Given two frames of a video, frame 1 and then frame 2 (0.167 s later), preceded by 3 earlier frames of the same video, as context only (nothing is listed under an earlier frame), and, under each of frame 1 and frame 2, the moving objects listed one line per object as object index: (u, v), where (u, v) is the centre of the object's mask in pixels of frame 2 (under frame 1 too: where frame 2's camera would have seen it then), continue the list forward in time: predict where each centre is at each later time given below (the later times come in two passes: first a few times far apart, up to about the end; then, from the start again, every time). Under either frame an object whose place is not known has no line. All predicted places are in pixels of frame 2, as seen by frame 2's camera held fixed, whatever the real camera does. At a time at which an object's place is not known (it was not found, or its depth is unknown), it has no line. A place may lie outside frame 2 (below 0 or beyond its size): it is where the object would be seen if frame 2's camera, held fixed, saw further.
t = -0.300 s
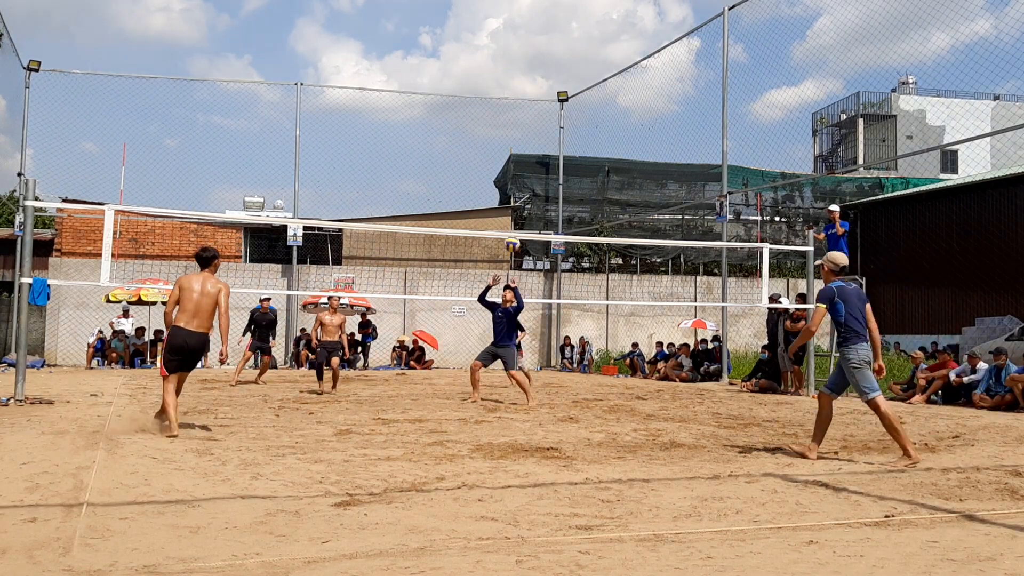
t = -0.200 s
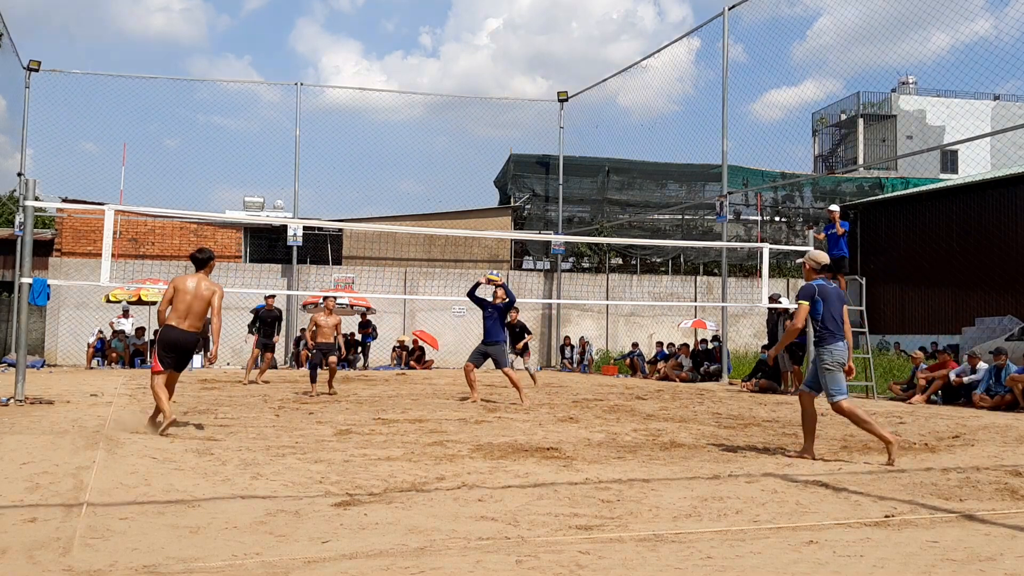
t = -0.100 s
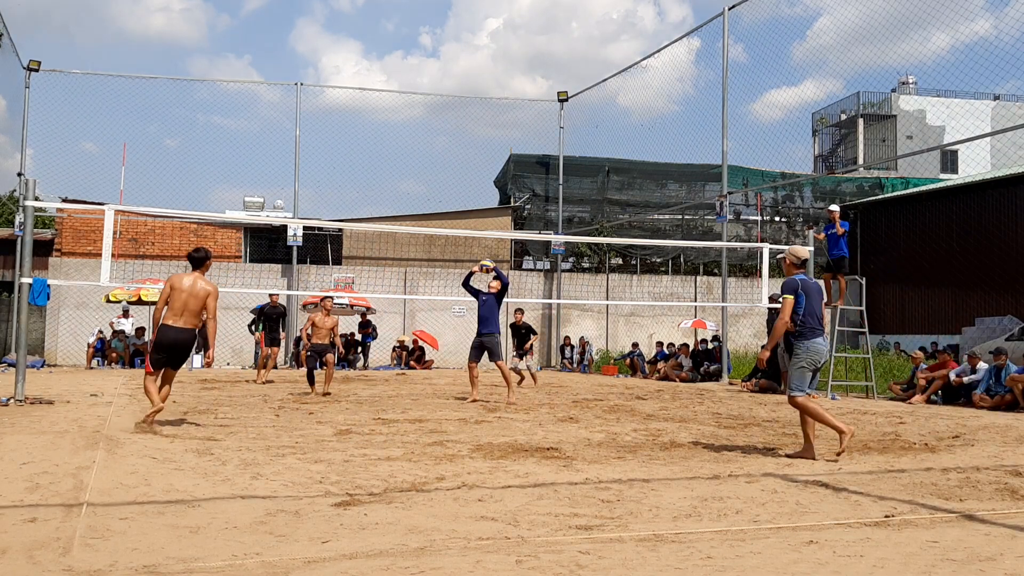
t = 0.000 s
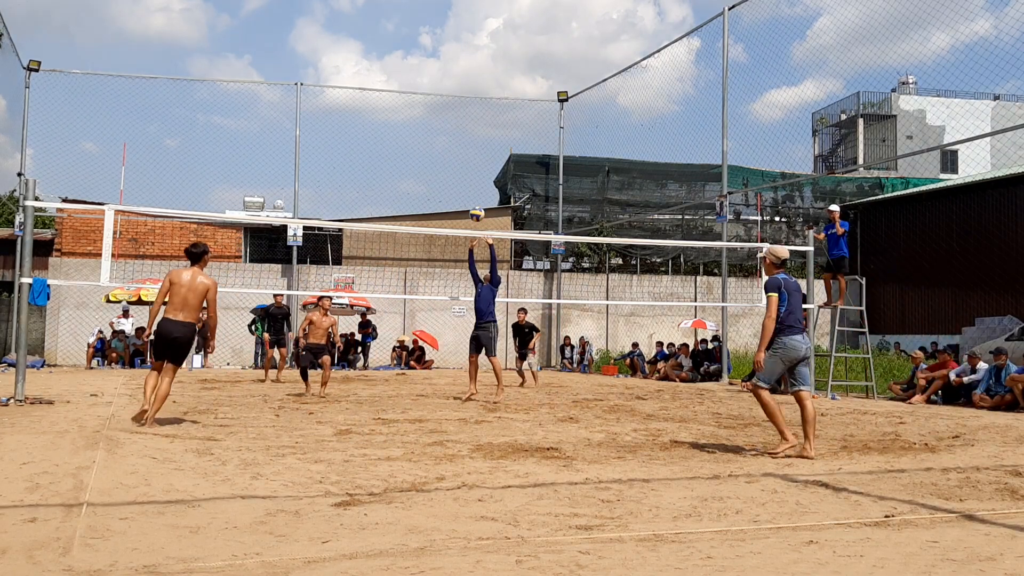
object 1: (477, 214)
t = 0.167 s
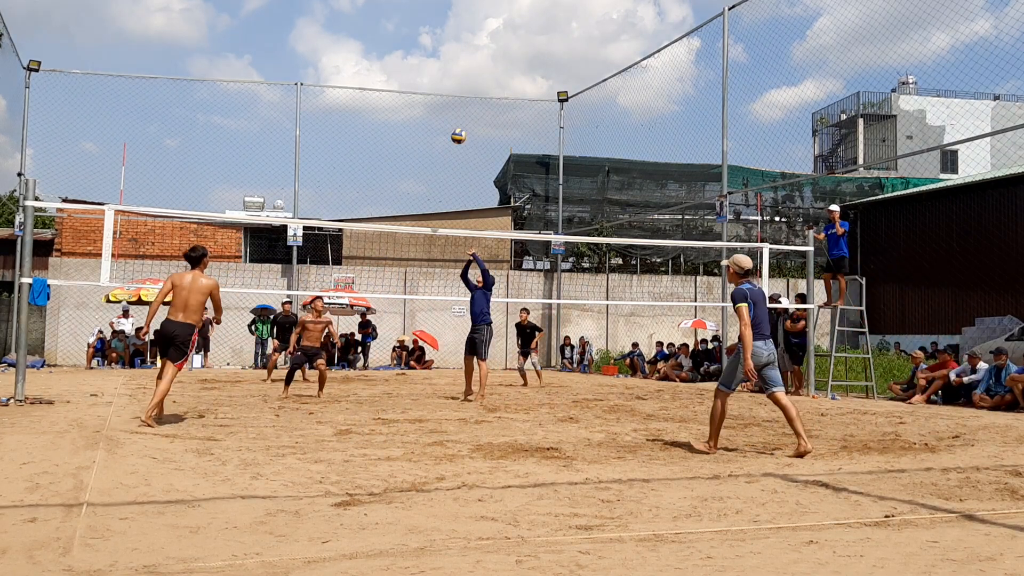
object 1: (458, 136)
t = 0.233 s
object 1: (451, 111)
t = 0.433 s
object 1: (428, 53)
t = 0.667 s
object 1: (400, 21)
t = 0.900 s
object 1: (371, 30)
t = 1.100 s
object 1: (344, 71)
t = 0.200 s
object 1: (455, 123)
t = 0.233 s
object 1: (451, 111)
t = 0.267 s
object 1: (447, 99)
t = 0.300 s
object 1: (443, 88)
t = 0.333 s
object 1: (439, 78)
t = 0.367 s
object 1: (436, 69)
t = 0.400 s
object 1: (432, 60)
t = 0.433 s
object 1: (428, 53)
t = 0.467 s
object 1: (424, 46)
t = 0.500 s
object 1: (420, 40)
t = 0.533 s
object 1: (416, 34)
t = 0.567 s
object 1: (412, 30)
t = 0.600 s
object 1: (409, 26)
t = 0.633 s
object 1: (404, 23)
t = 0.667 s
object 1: (400, 21)
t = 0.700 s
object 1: (396, 20)
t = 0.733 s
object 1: (392, 19)
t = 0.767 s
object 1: (388, 20)
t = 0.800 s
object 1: (384, 21)
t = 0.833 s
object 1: (379, 23)
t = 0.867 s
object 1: (375, 26)
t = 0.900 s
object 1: (371, 30)
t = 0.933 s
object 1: (367, 34)
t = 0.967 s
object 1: (362, 40)
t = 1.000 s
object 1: (358, 46)
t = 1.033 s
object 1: (353, 54)
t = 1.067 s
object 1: (349, 62)
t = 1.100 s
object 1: (344, 71)
